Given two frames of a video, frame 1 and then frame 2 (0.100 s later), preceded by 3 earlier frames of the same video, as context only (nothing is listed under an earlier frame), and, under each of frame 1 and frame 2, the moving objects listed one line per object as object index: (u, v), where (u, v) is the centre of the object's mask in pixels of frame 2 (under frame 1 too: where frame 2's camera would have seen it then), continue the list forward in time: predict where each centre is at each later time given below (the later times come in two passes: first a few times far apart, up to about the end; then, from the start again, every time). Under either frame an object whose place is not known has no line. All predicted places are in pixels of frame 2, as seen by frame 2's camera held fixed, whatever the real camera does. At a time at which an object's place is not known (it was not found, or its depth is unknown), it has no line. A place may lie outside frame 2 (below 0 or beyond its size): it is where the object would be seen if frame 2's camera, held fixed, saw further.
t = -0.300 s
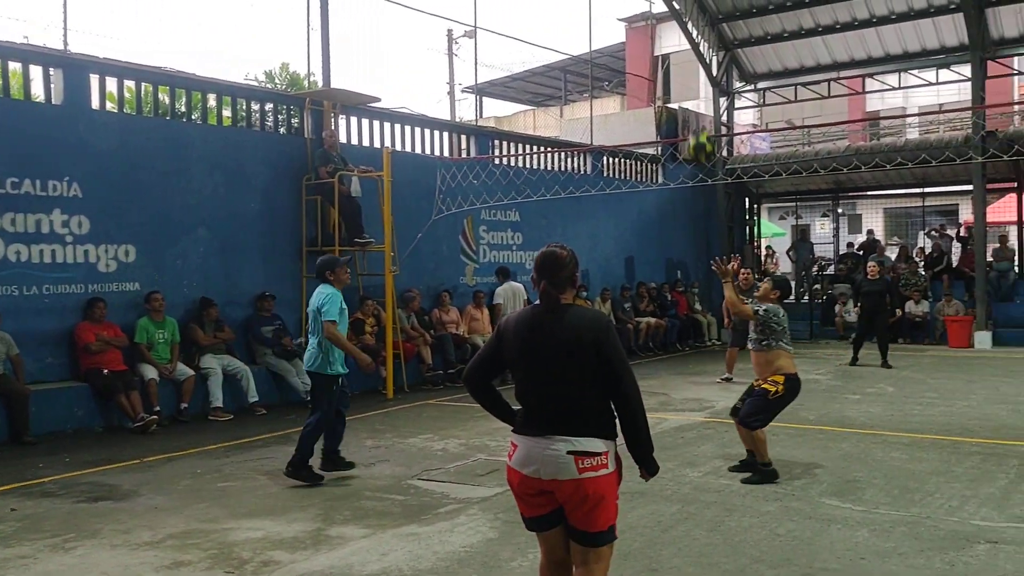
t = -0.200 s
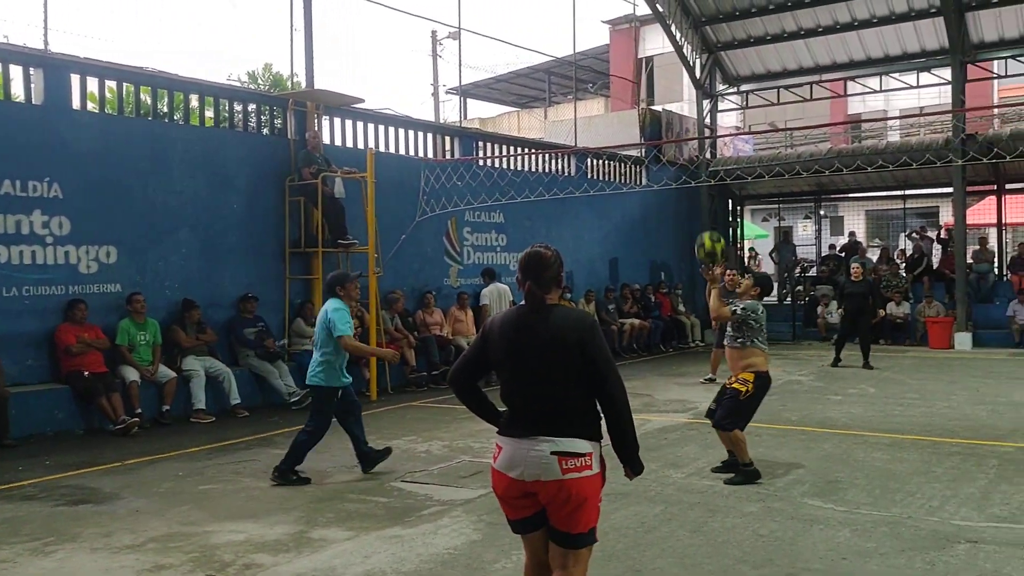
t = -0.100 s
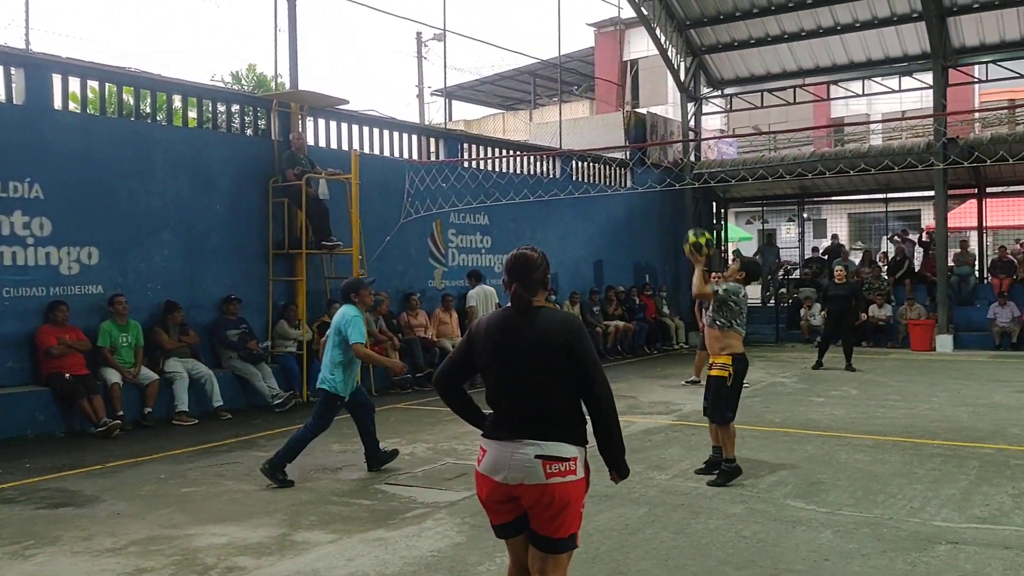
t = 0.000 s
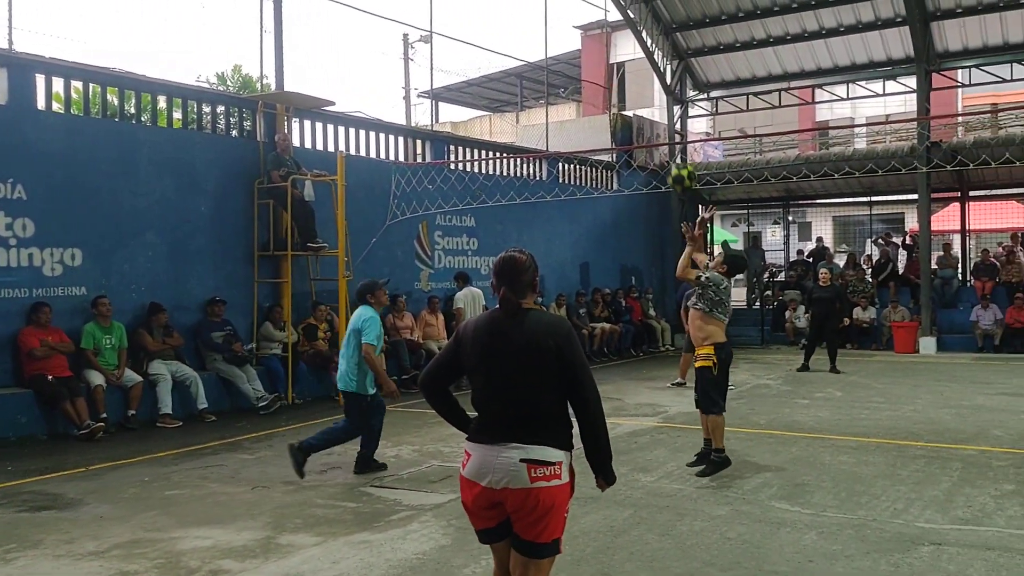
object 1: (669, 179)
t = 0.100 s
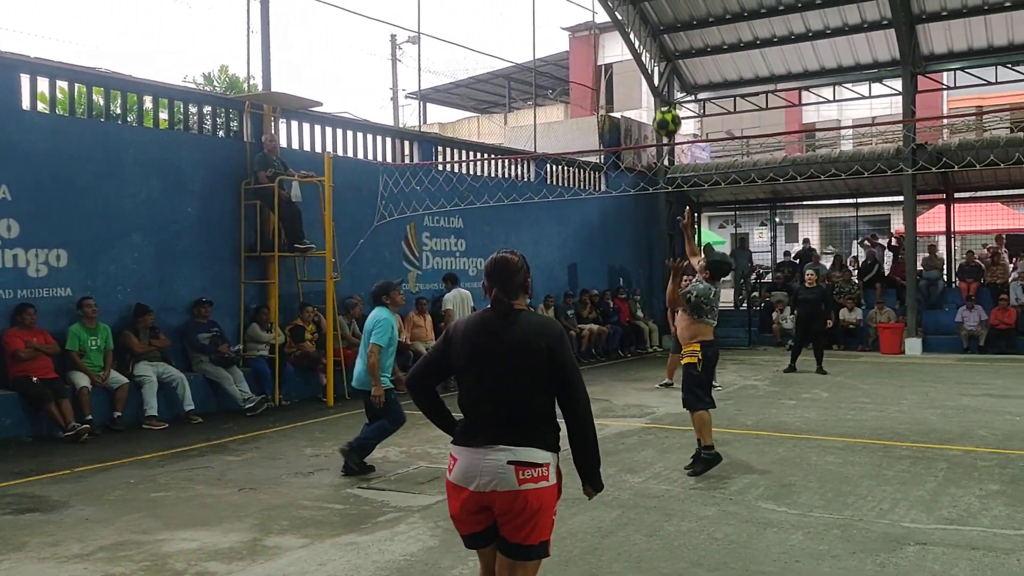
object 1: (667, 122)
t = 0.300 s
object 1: (663, 50)
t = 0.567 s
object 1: (658, 34)
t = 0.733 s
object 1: (656, 69)
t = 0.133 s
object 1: (666, 106)
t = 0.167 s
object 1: (666, 92)
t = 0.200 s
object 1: (665, 80)
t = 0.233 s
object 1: (664, 68)
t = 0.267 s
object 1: (663, 58)
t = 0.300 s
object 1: (663, 50)
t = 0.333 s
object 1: (662, 44)
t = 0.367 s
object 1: (661, 38)
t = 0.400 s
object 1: (661, 34)
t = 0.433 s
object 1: (660, 31)
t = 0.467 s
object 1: (659, 30)
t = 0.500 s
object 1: (659, 30)
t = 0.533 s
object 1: (658, 31)
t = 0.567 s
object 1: (658, 34)
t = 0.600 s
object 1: (657, 38)
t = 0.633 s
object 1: (657, 44)
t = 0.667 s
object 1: (656, 51)
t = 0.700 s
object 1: (656, 59)
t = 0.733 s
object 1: (656, 69)
